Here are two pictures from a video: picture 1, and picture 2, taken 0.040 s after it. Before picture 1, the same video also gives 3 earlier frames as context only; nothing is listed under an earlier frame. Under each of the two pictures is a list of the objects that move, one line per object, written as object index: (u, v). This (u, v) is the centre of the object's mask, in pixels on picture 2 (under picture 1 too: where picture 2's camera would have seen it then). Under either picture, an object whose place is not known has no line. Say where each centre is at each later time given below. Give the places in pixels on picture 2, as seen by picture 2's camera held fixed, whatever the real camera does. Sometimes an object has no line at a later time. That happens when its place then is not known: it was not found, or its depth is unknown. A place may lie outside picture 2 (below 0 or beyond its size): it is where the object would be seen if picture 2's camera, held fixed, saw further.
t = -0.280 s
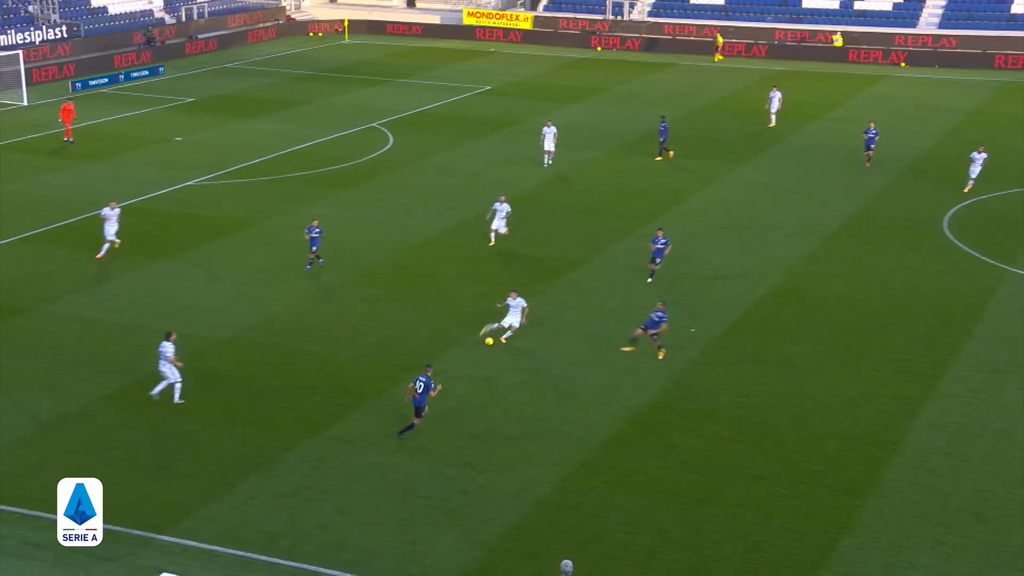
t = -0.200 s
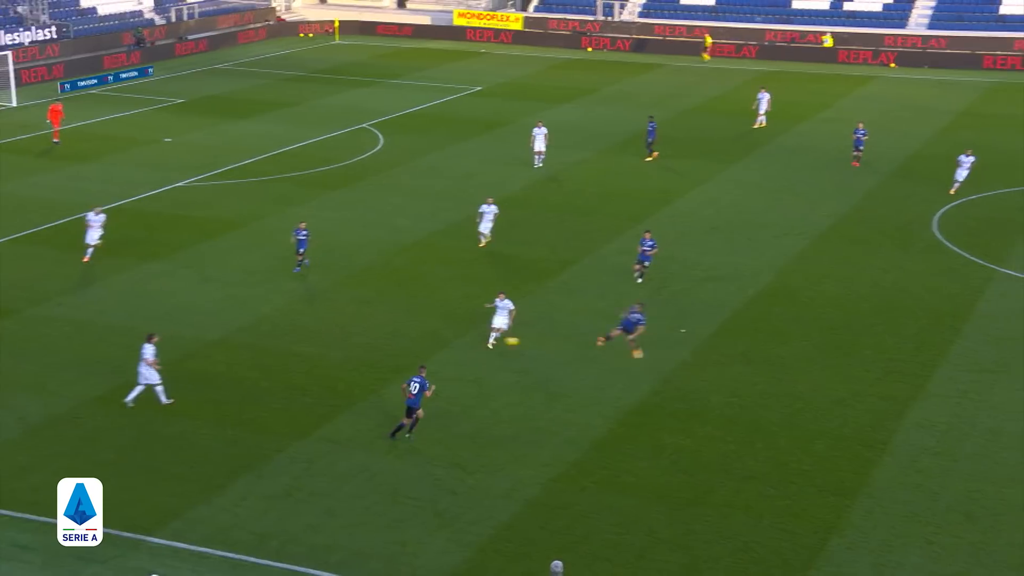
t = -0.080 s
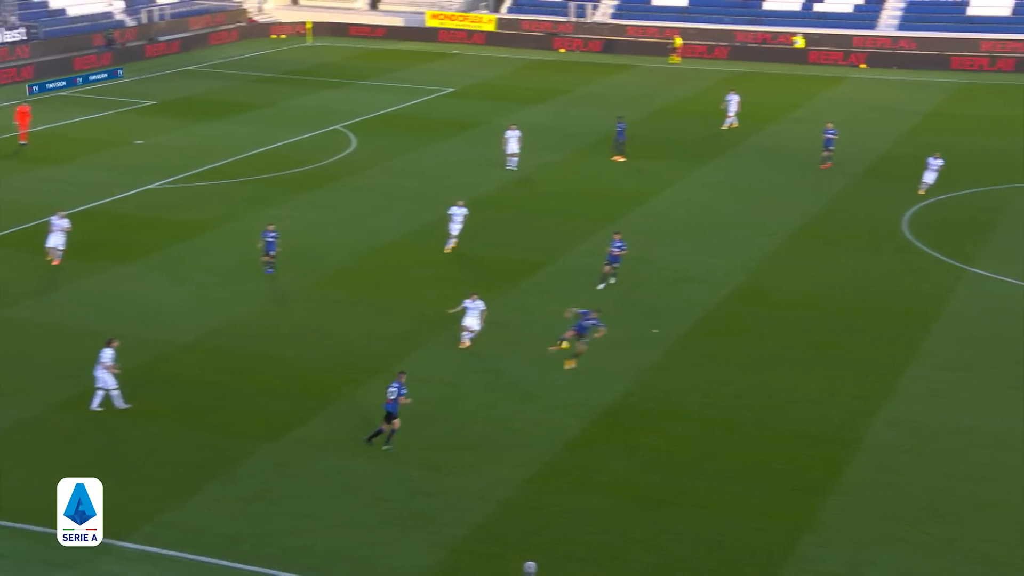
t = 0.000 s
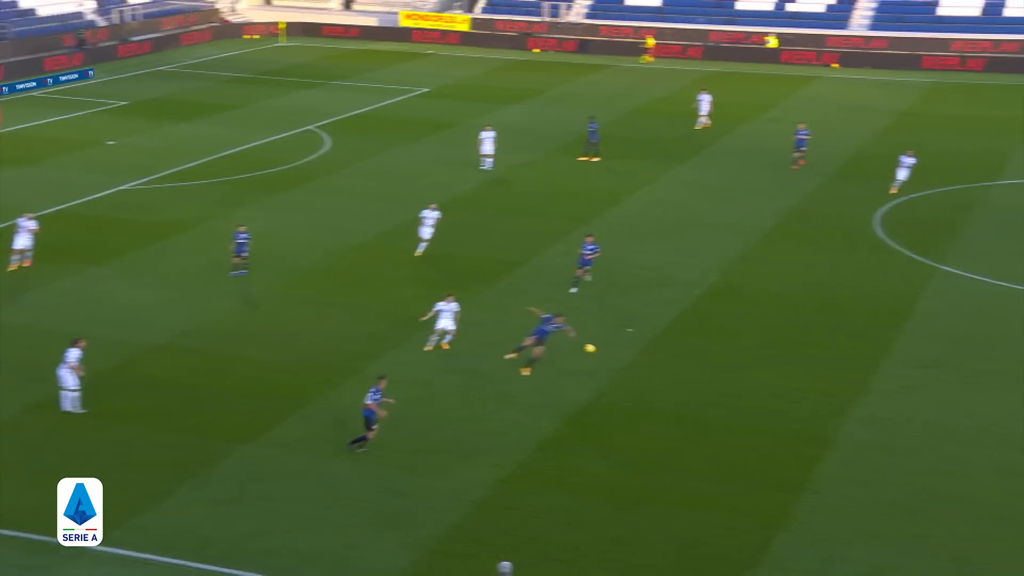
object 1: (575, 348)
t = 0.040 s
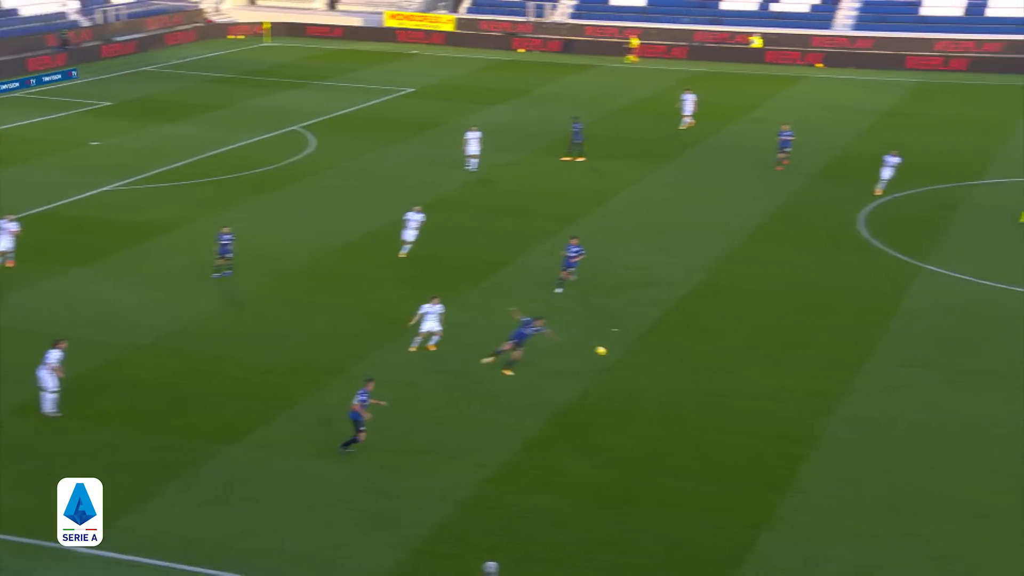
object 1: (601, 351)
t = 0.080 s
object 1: (626, 354)
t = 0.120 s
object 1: (652, 358)
